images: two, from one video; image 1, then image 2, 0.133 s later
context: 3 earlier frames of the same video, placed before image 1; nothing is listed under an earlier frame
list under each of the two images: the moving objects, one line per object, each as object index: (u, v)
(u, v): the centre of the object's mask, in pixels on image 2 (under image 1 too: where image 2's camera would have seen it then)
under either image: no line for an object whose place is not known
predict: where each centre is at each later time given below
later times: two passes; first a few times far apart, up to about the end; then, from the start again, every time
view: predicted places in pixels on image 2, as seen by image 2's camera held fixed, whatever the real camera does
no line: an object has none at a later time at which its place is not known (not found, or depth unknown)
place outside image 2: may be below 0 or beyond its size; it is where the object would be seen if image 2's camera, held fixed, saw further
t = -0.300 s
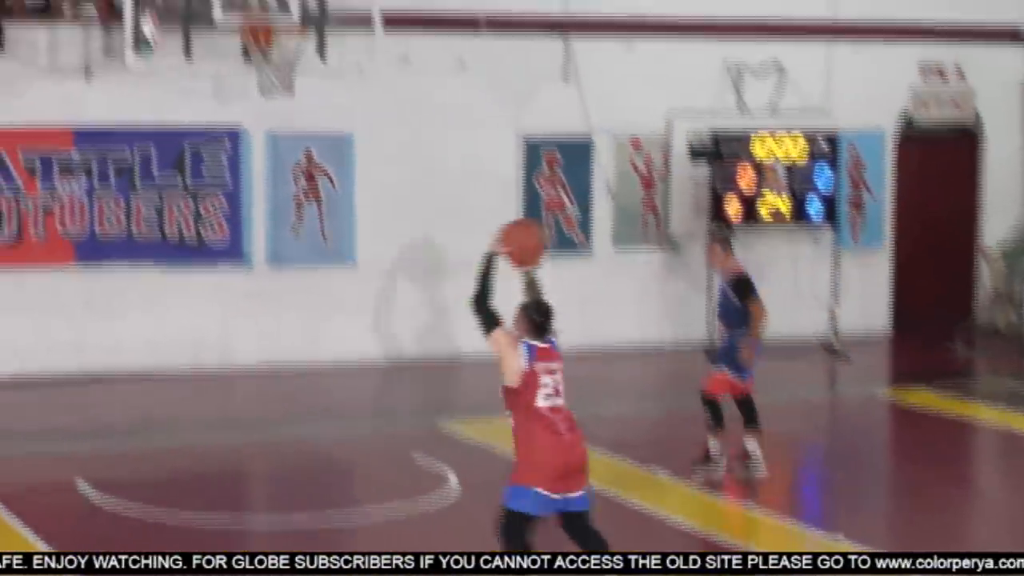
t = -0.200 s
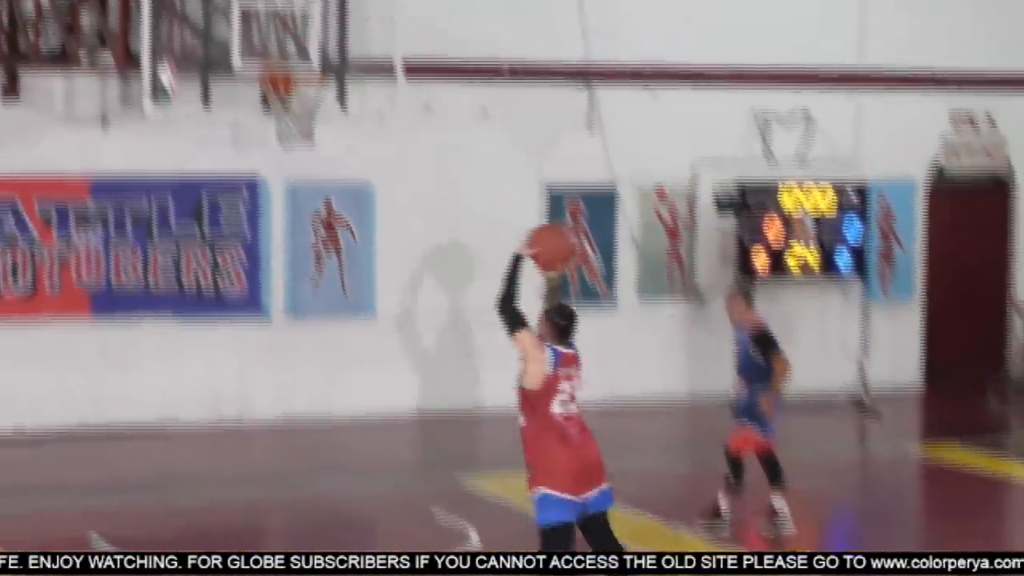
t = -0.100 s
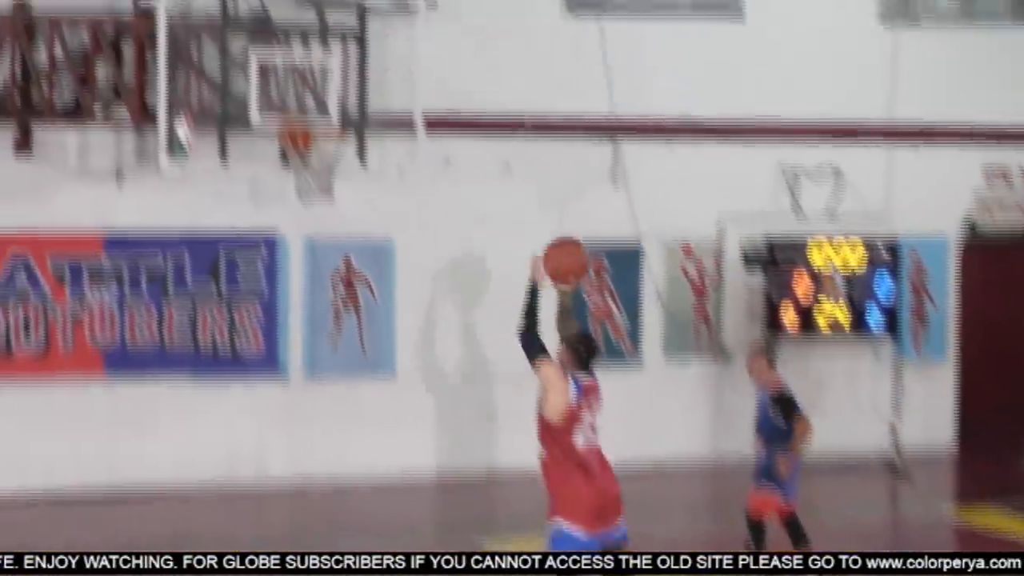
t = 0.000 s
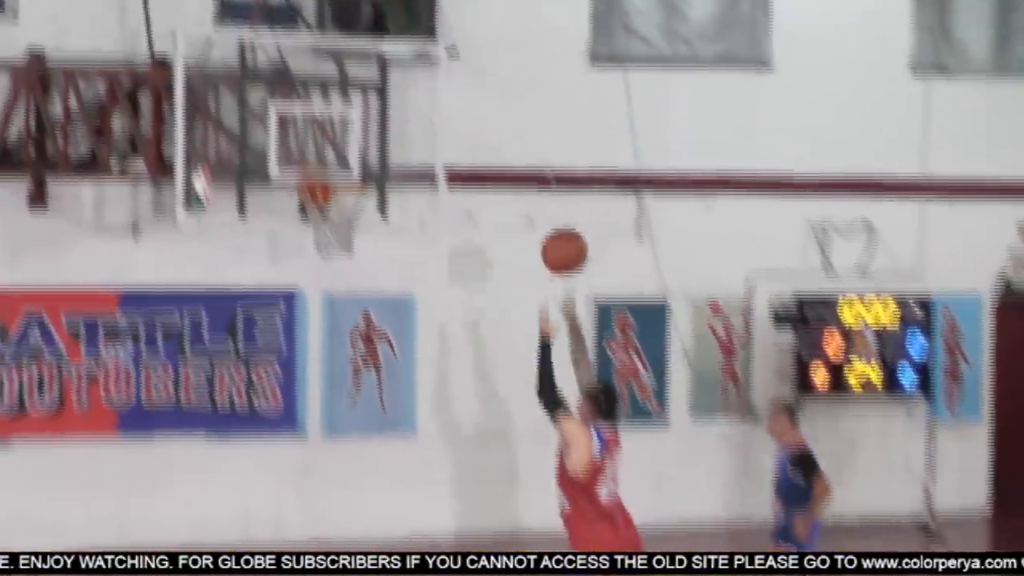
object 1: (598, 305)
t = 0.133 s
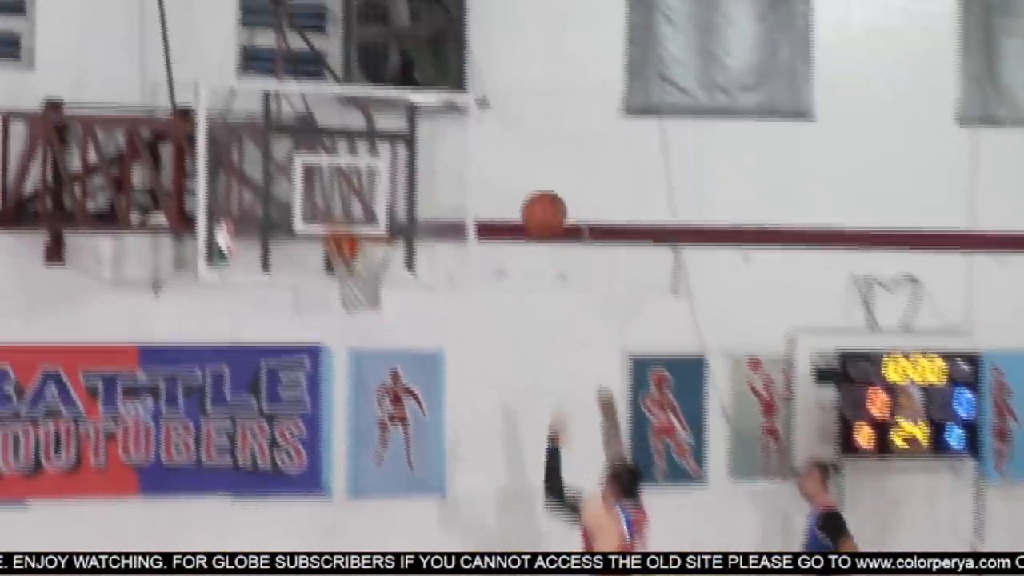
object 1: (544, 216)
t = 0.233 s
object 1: (507, 173)
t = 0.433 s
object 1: (441, 150)
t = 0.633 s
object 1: (380, 193)
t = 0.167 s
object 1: (531, 197)
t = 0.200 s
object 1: (519, 185)
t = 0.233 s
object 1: (507, 173)
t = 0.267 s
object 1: (495, 164)
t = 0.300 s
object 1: (484, 157)
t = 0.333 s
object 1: (472, 152)
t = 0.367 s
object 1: (462, 150)
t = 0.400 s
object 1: (451, 149)
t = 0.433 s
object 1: (441, 150)
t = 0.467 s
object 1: (430, 153)
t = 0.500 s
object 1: (420, 157)
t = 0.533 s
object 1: (410, 164)
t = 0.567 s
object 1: (400, 172)
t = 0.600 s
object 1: (390, 181)
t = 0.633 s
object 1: (380, 193)
